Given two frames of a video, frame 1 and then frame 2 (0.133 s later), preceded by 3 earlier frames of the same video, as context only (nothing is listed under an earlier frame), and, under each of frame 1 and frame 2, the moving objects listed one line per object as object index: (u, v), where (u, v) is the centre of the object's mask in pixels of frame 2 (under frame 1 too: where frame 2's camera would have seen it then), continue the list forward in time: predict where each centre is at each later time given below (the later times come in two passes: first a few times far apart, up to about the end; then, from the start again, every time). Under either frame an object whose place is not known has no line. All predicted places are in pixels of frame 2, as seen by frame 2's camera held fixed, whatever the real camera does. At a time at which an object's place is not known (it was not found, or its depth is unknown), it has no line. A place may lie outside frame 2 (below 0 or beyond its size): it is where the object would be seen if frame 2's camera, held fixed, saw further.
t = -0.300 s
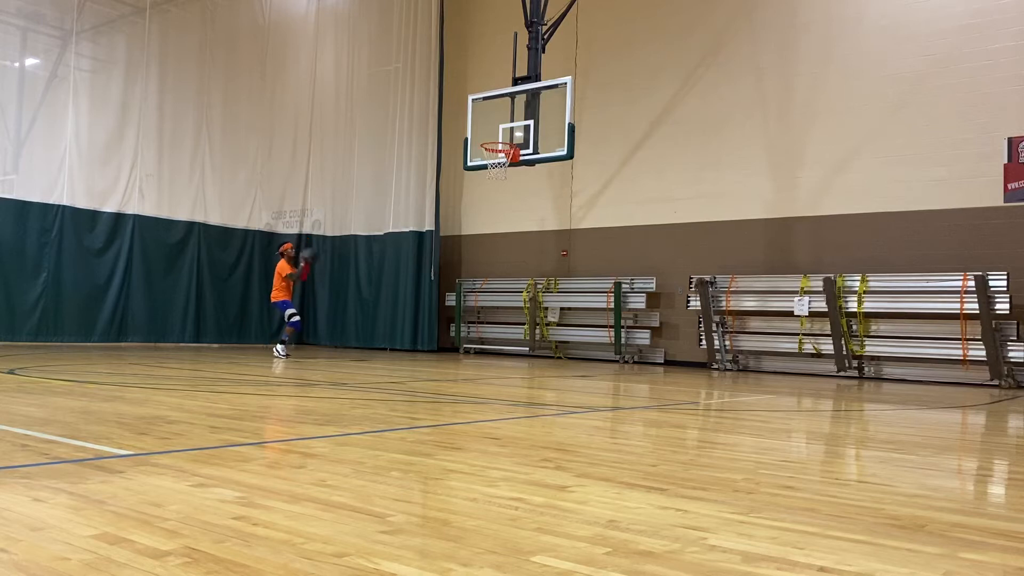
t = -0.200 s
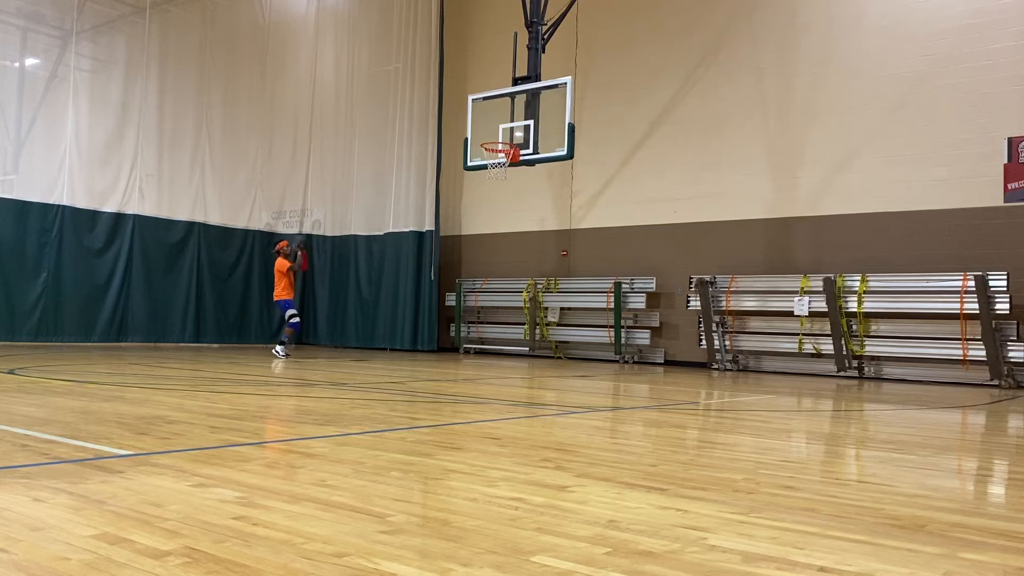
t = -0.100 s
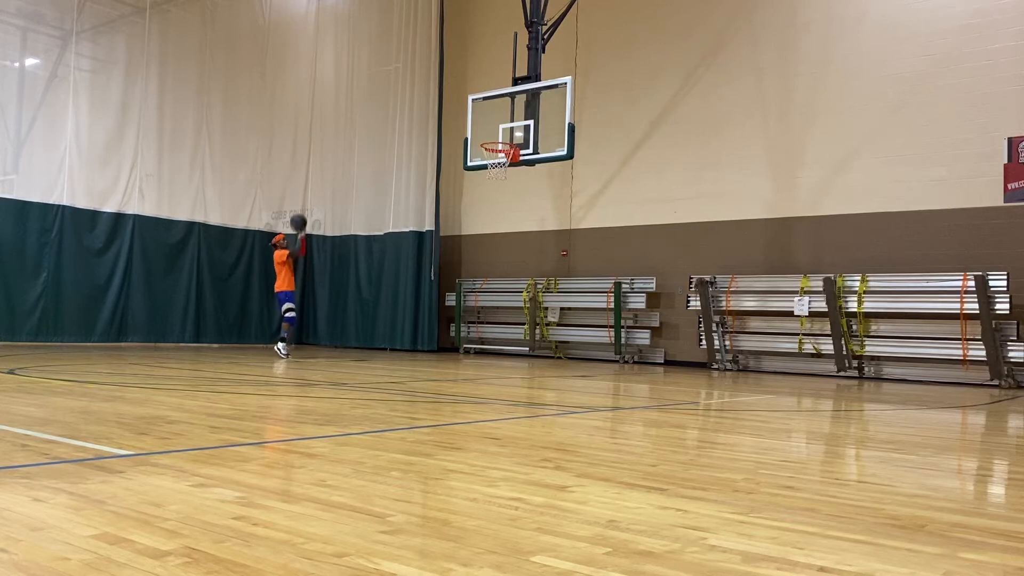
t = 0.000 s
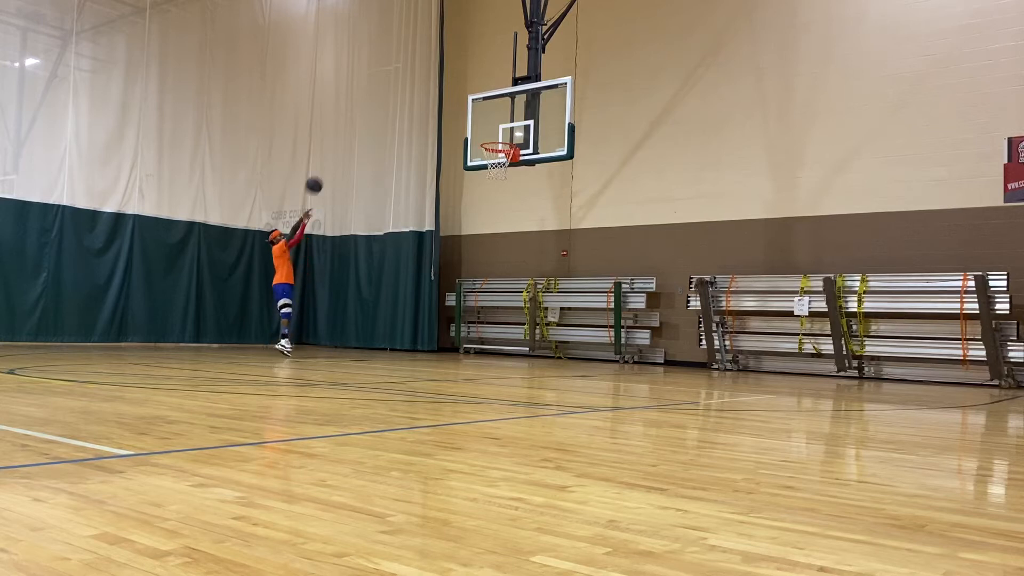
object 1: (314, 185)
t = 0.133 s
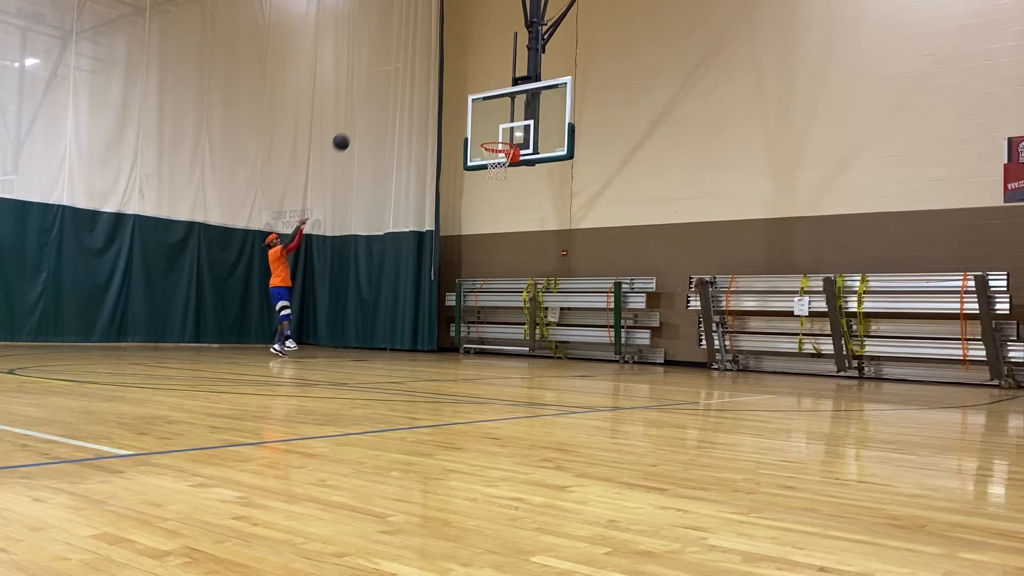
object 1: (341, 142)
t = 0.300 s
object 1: (374, 105)
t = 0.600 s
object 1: (432, 85)
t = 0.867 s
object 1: (483, 119)
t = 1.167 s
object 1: (508, 173)
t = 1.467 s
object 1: (499, 235)
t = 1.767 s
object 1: (488, 358)
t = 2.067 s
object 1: (471, 266)
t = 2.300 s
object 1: (456, 239)
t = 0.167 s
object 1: (348, 133)
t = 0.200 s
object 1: (354, 125)
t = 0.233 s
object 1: (361, 118)
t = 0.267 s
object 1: (367, 111)
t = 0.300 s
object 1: (374, 105)
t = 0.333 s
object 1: (380, 100)
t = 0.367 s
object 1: (387, 95)
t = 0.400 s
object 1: (393, 91)
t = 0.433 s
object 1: (400, 88)
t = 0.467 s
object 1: (406, 86)
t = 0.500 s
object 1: (413, 84)
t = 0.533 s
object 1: (419, 84)
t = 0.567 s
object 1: (426, 84)
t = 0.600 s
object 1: (432, 85)
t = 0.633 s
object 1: (438, 86)
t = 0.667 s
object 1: (445, 88)
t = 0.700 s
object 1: (451, 92)
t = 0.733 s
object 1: (457, 95)
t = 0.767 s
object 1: (463, 100)
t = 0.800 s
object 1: (470, 106)
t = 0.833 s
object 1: (477, 112)
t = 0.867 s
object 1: (483, 119)
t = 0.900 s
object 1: (489, 126)
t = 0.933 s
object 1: (495, 134)
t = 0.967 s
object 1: (502, 139)
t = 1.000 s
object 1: (506, 154)
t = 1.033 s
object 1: (508, 159)
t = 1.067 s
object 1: (506, 161)
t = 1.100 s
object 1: (510, 171)
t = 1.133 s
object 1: (509, 171)
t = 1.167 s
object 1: (508, 173)
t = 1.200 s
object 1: (507, 176)
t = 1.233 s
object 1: (506, 180)
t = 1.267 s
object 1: (505, 186)
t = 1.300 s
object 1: (504, 192)
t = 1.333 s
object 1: (503, 199)
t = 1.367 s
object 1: (502, 207)
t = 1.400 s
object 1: (501, 215)
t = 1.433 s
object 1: (500, 225)
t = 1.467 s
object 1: (499, 235)
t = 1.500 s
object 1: (498, 247)
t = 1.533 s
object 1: (497, 258)
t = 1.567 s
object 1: (496, 271)
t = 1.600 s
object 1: (495, 283)
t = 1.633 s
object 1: (494, 298)
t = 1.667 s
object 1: (493, 313)
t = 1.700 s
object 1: (491, 329)
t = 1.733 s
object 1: (490, 346)
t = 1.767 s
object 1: (488, 358)
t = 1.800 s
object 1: (486, 346)
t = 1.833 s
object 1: (484, 334)
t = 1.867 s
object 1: (482, 321)
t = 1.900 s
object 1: (481, 311)
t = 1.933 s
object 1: (479, 299)
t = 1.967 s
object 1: (477, 290)
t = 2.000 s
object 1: (475, 282)
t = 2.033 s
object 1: (473, 273)
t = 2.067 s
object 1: (471, 266)
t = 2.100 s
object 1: (469, 260)
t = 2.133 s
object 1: (467, 255)
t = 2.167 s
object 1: (465, 250)
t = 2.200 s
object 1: (462, 246)
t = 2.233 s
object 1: (460, 243)
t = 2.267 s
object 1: (458, 241)
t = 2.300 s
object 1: (456, 239)
